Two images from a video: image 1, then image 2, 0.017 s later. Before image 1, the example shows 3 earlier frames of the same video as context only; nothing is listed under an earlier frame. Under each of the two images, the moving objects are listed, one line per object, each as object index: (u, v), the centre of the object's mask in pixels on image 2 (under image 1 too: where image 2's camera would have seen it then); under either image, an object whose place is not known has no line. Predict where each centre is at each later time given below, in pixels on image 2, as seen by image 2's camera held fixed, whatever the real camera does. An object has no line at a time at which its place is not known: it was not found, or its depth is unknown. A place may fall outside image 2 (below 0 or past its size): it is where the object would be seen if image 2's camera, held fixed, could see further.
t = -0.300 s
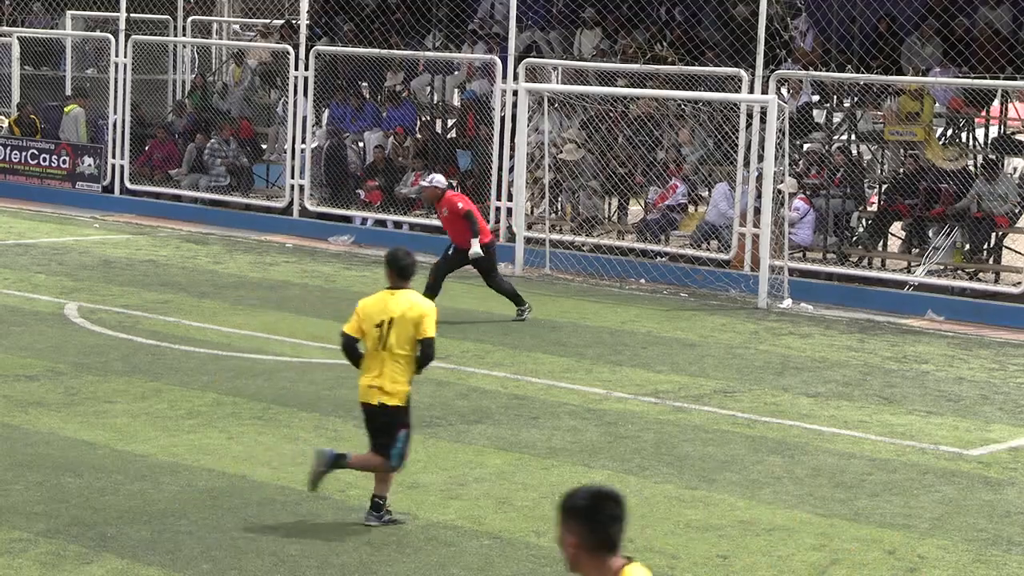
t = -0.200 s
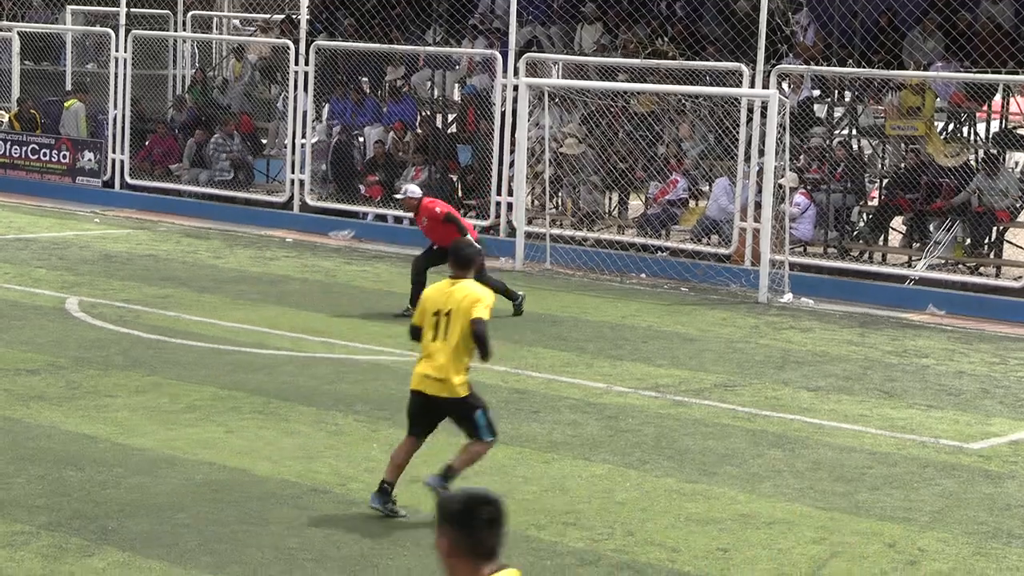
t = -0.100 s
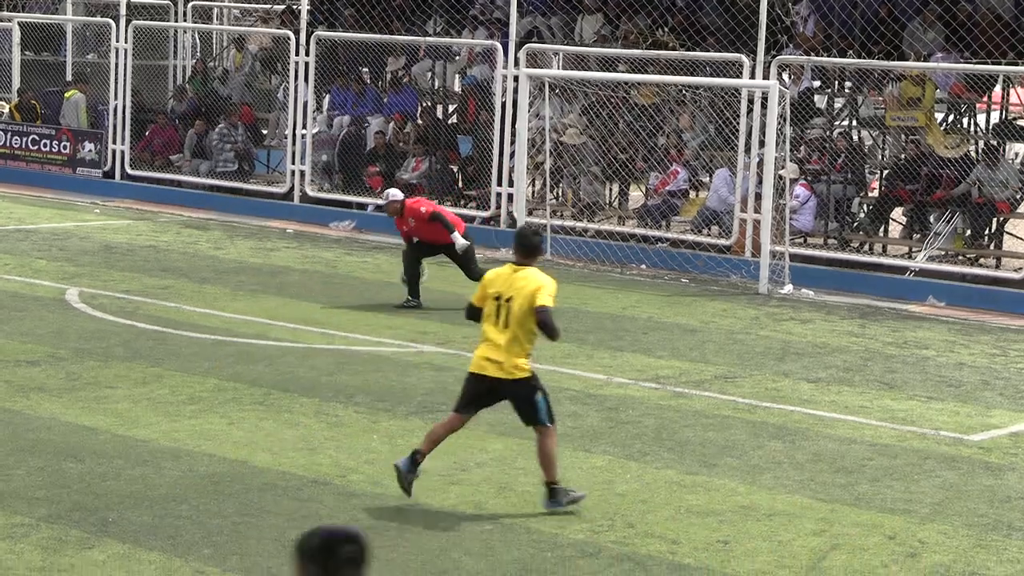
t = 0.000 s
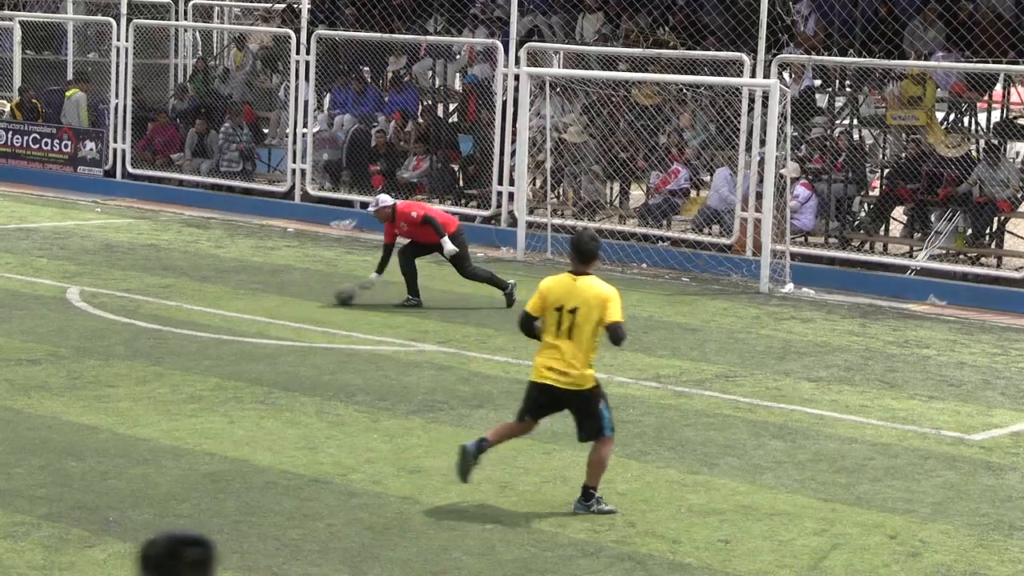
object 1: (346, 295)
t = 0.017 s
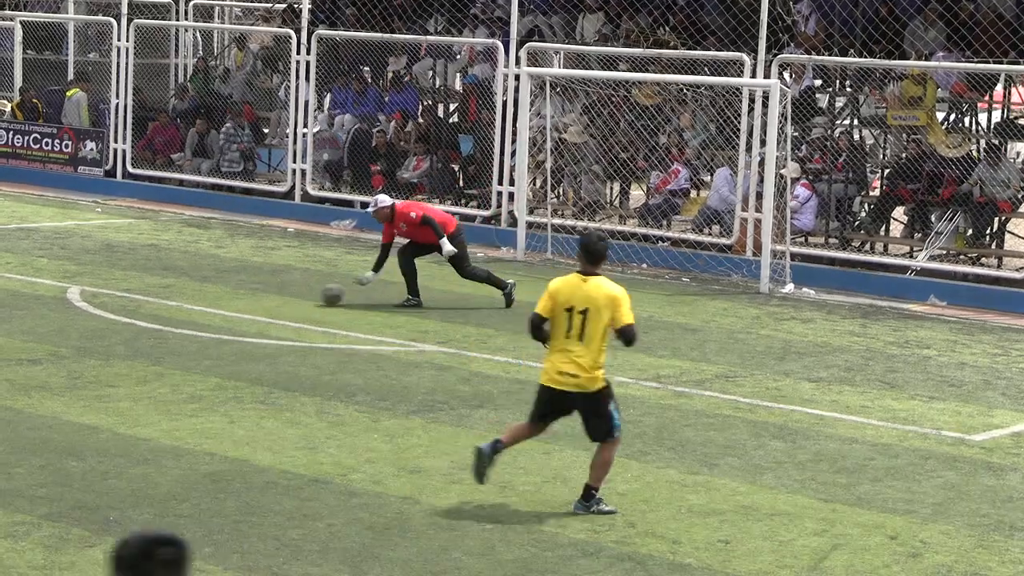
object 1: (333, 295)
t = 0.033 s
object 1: (318, 294)
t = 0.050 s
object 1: (306, 295)
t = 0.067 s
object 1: (292, 295)
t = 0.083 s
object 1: (278, 297)
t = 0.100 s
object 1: (264, 298)
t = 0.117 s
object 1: (252, 298)
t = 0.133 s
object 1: (239, 298)
